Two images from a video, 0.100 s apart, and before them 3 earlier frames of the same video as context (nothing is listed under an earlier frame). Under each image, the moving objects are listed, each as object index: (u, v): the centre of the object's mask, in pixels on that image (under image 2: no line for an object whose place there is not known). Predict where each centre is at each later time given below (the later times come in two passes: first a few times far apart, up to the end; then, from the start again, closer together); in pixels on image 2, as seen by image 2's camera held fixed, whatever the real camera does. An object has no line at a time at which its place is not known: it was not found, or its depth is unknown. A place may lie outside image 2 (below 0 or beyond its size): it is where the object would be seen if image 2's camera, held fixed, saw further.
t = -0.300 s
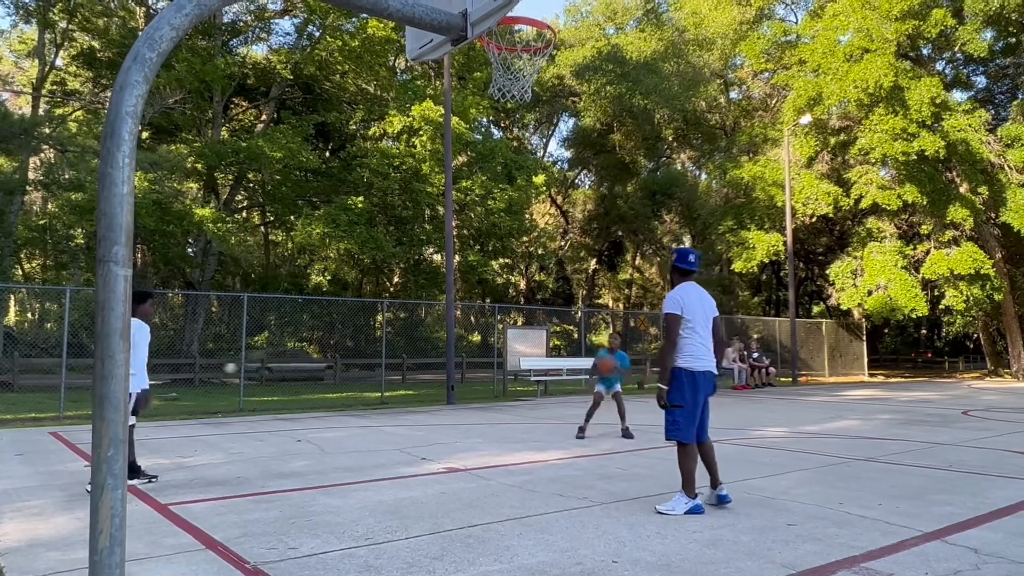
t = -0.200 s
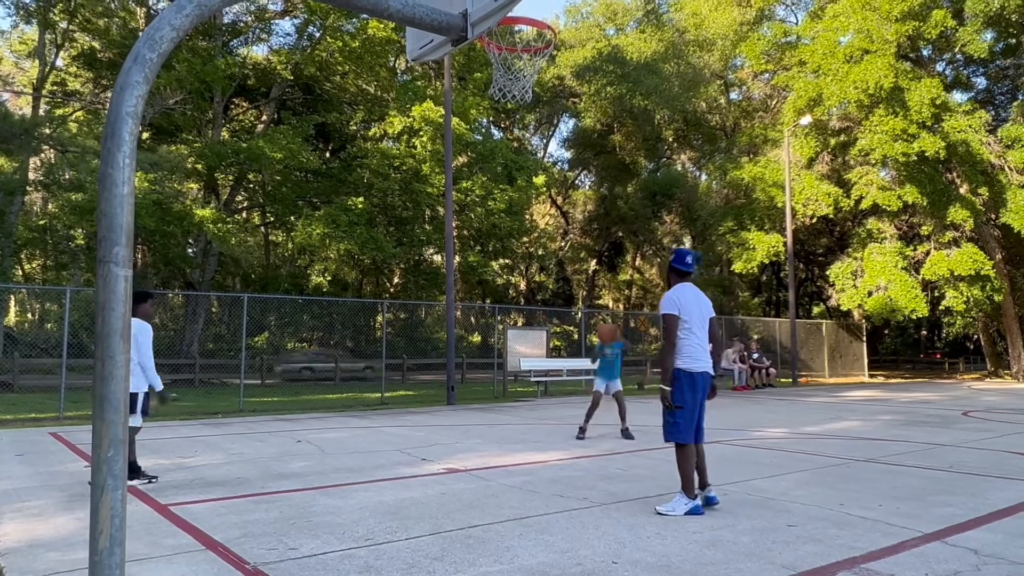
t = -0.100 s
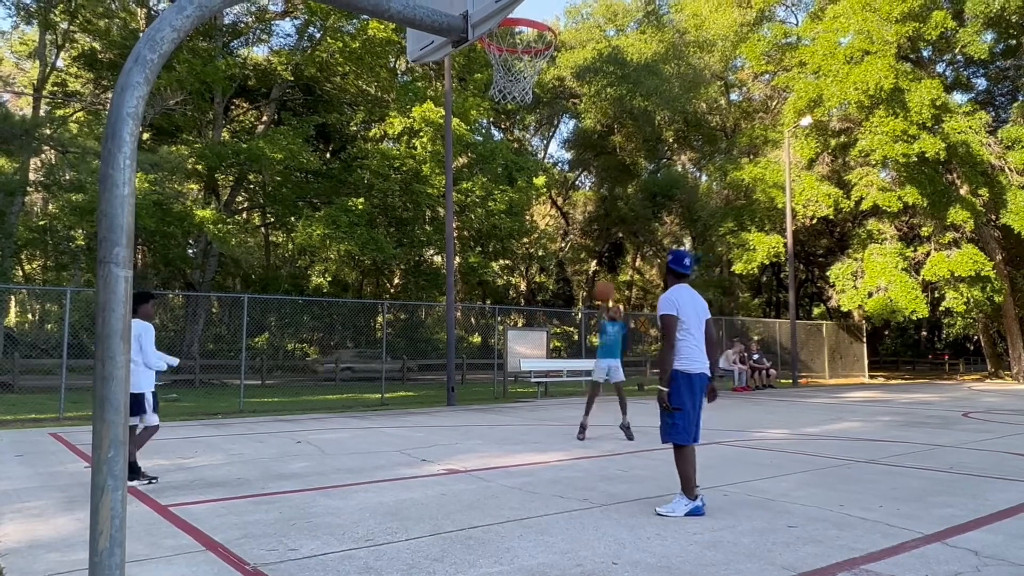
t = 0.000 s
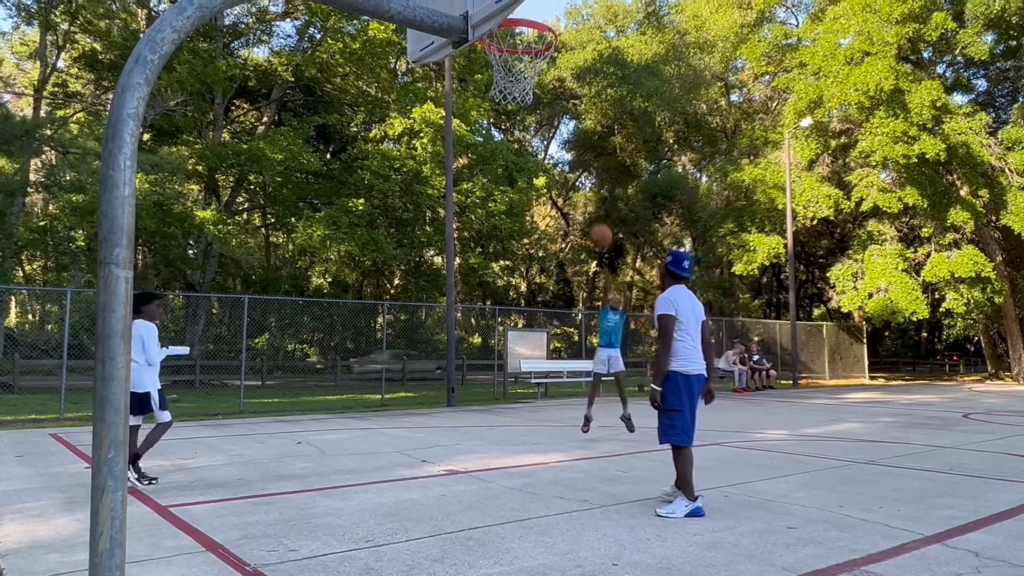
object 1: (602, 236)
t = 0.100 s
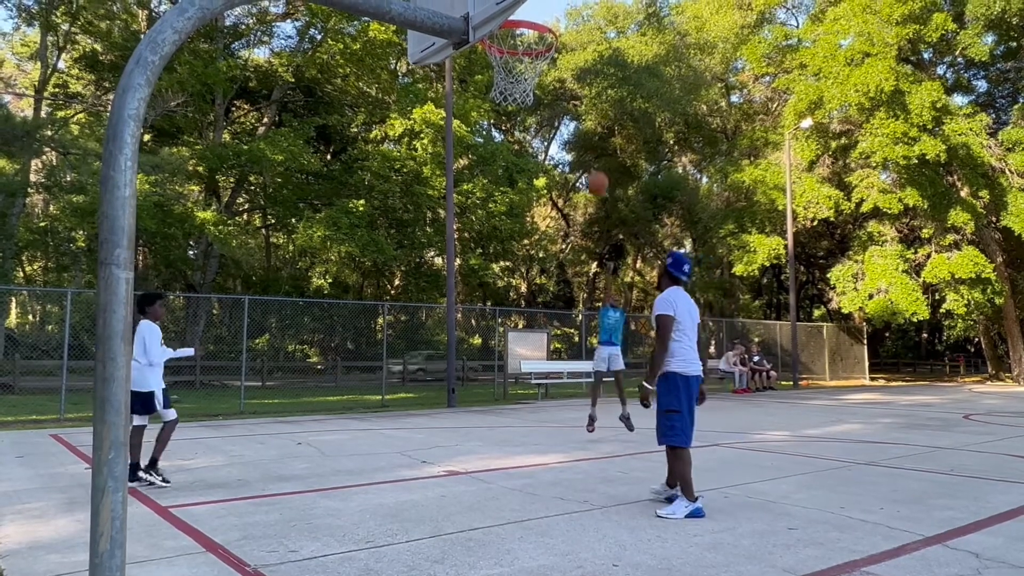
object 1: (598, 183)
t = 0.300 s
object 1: (588, 95)
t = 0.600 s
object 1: (567, 8)
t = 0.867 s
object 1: (541, 8)
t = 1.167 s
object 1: (538, 73)
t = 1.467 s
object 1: (525, 84)
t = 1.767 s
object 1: (473, 201)
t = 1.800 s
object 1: (469, 221)
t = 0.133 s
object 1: (596, 167)
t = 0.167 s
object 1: (593, 151)
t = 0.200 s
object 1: (592, 138)
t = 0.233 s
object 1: (589, 122)
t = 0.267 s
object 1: (588, 109)
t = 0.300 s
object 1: (588, 95)
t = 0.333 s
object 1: (585, 81)
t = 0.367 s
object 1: (584, 69)
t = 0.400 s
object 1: (582, 59)
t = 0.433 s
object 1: (578, 46)
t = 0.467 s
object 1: (576, 37)
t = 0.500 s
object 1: (574, 28)
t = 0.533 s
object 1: (572, 20)
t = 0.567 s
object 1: (569, 13)
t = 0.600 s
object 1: (567, 8)
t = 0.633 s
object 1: (564, 5)
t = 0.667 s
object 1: (561, 3)
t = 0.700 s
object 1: (558, 2)
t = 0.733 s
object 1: (555, 2)
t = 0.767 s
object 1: (552, 2)
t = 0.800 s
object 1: (548, 3)
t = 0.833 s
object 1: (545, 5)
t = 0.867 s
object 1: (541, 8)
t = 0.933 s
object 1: (533, 21)
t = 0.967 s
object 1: (516, 39)
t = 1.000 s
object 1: (504, 45)
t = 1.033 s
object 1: (503, 47)
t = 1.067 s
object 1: (511, 53)
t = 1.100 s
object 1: (519, 65)
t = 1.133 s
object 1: (531, 72)
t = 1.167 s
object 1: (538, 73)
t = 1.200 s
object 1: (542, 74)
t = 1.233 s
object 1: (543, 73)
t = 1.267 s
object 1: (544, 70)
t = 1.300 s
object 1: (543, 71)
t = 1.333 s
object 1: (542, 71)
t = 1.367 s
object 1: (541, 72)
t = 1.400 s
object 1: (537, 74)
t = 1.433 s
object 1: (532, 78)
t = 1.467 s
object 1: (525, 84)
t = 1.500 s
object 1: (520, 99)
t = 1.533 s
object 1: (513, 102)
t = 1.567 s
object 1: (509, 109)
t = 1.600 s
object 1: (505, 119)
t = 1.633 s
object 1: (497, 132)
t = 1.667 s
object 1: (489, 147)
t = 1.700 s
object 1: (486, 162)
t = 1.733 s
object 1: (479, 181)
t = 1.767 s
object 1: (473, 201)
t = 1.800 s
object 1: (469, 221)
